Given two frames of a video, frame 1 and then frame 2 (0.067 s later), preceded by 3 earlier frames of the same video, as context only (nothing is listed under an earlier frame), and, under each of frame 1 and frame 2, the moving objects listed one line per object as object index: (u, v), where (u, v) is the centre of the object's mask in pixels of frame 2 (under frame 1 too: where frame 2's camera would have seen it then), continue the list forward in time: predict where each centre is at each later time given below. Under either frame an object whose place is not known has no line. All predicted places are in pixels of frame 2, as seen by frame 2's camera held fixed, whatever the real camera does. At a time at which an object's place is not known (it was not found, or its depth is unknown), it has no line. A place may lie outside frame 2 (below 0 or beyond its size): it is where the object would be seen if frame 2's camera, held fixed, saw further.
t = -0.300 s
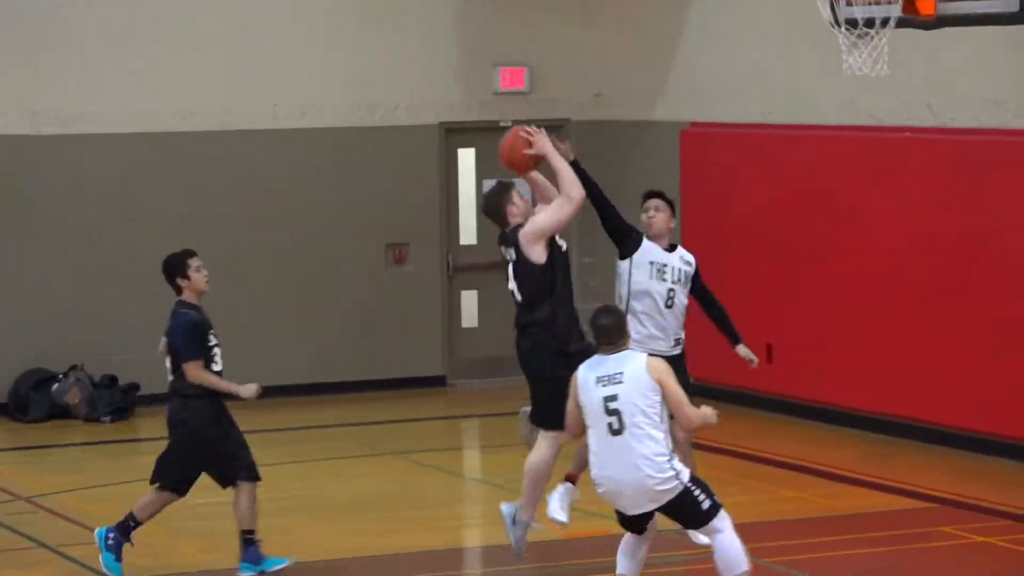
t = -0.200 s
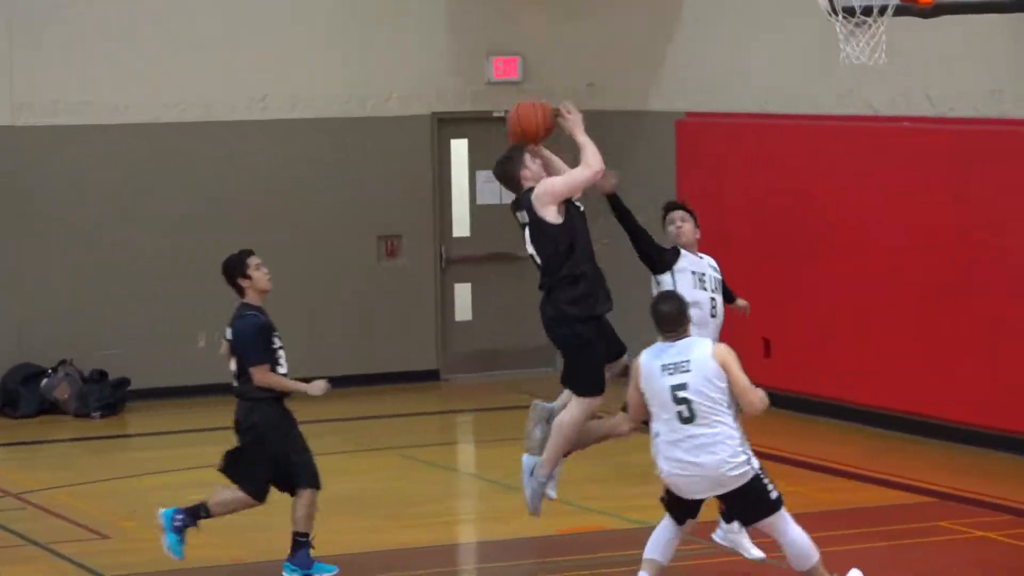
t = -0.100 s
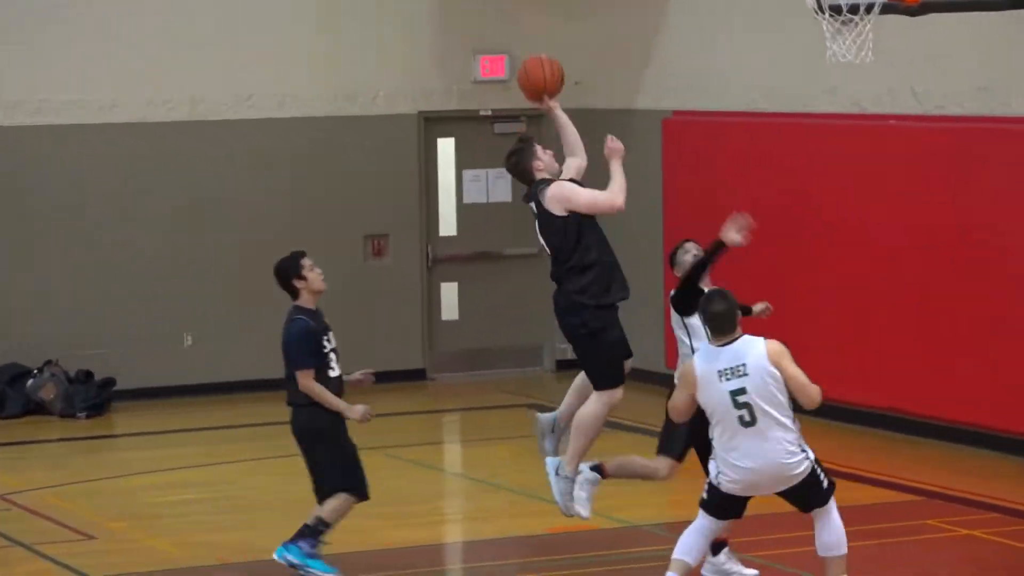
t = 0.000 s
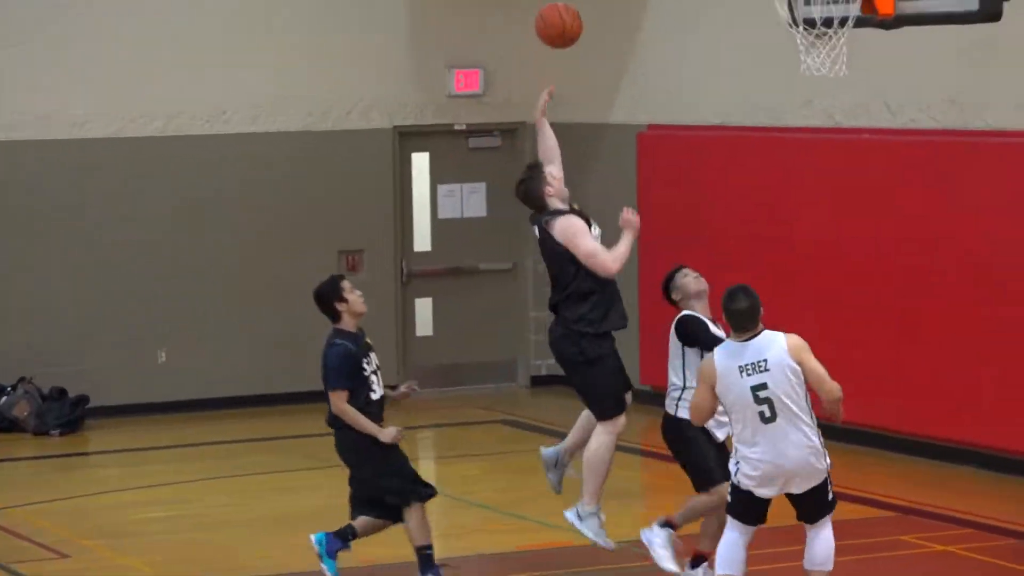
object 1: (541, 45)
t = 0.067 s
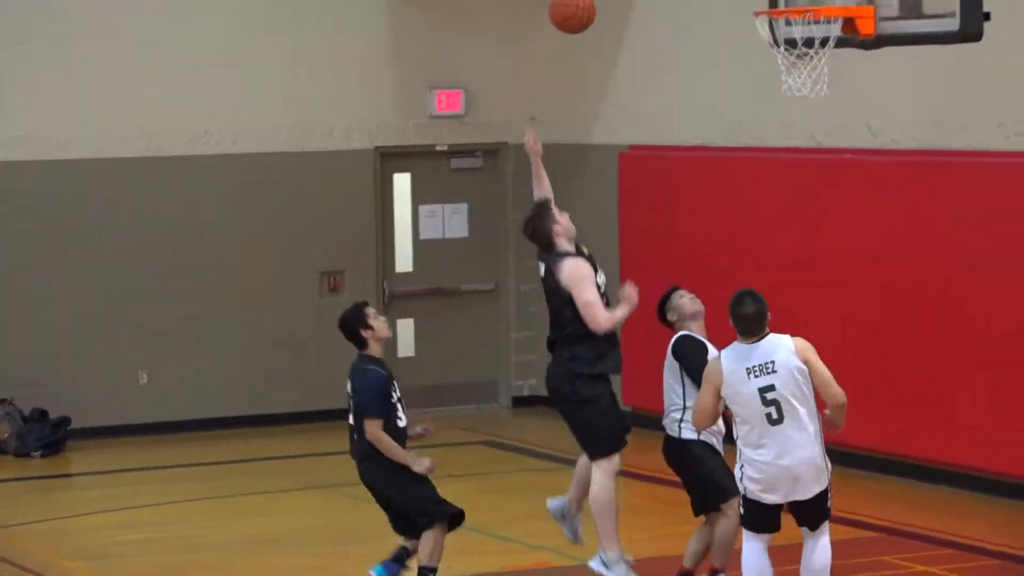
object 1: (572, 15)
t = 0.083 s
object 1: (580, 9)
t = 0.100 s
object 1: (587, 3)
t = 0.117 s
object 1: (596, -3)
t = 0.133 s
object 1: (604, -9)
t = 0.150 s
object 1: (612, -15)
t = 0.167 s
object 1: (620, -20)
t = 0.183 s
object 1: (628, -25)
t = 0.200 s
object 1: (635, -30)
